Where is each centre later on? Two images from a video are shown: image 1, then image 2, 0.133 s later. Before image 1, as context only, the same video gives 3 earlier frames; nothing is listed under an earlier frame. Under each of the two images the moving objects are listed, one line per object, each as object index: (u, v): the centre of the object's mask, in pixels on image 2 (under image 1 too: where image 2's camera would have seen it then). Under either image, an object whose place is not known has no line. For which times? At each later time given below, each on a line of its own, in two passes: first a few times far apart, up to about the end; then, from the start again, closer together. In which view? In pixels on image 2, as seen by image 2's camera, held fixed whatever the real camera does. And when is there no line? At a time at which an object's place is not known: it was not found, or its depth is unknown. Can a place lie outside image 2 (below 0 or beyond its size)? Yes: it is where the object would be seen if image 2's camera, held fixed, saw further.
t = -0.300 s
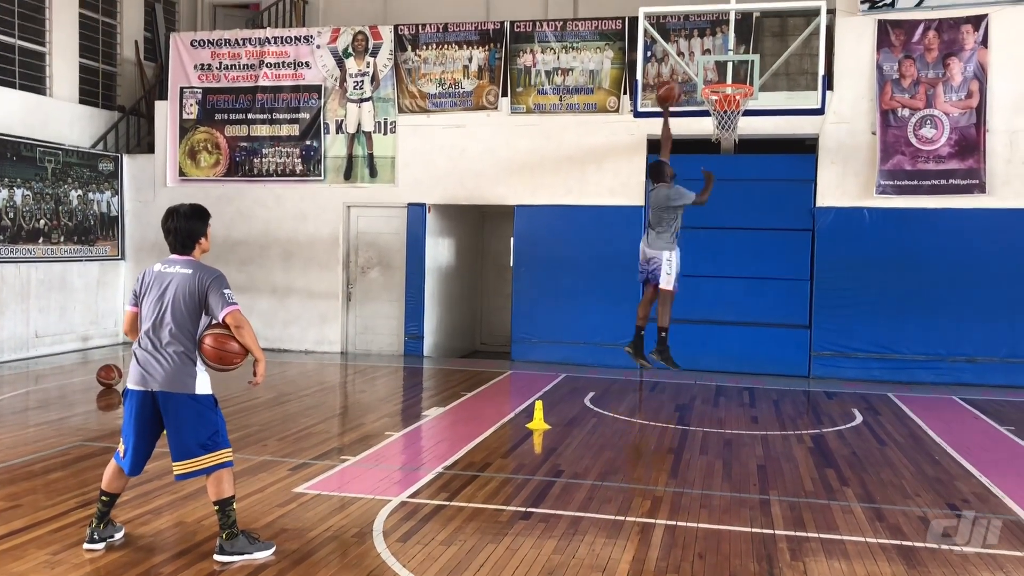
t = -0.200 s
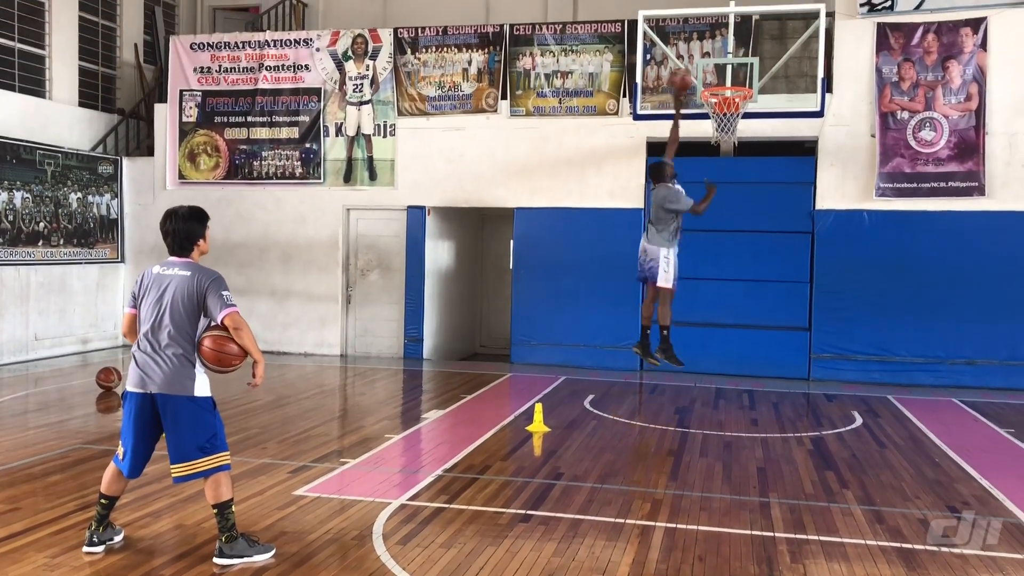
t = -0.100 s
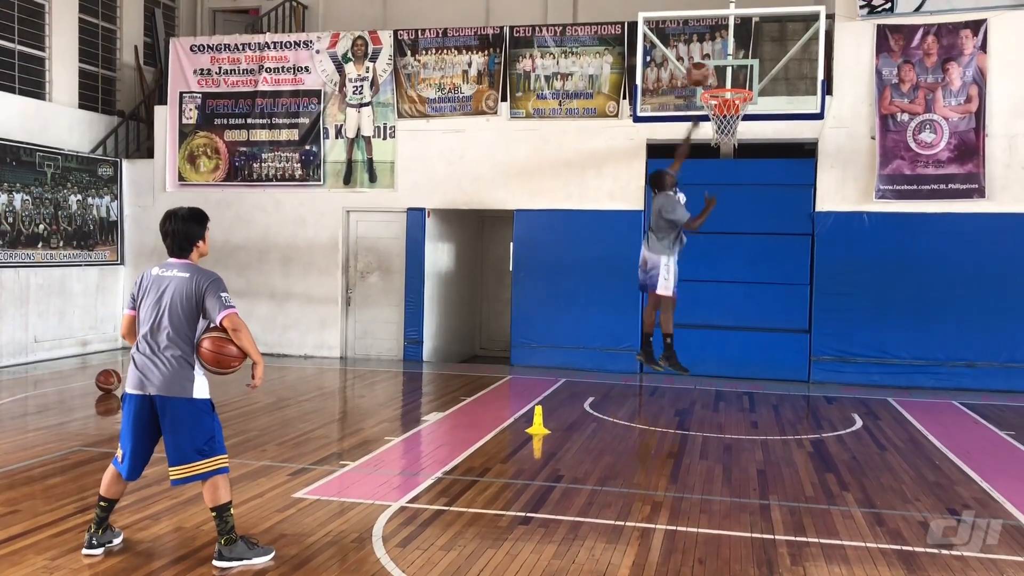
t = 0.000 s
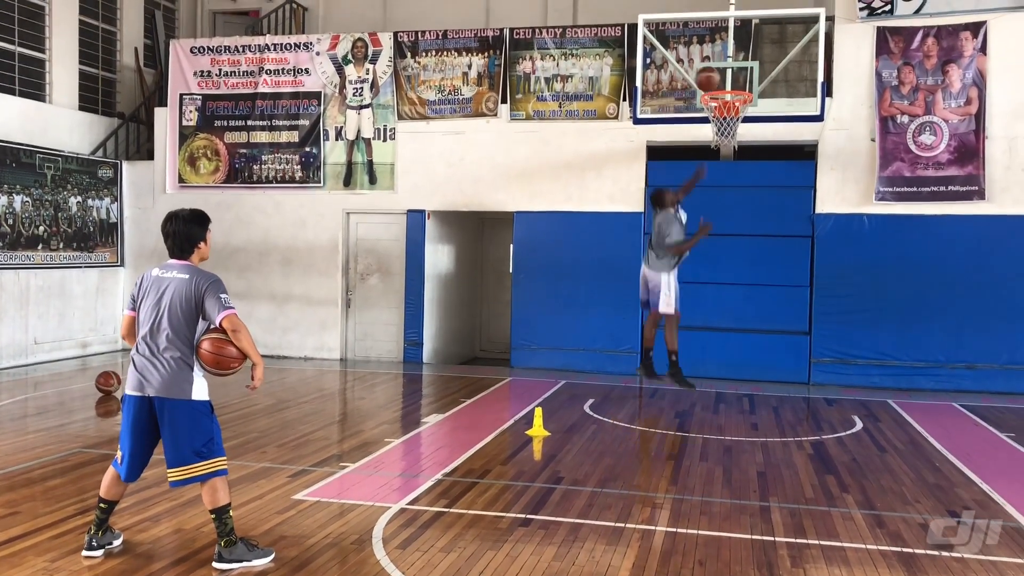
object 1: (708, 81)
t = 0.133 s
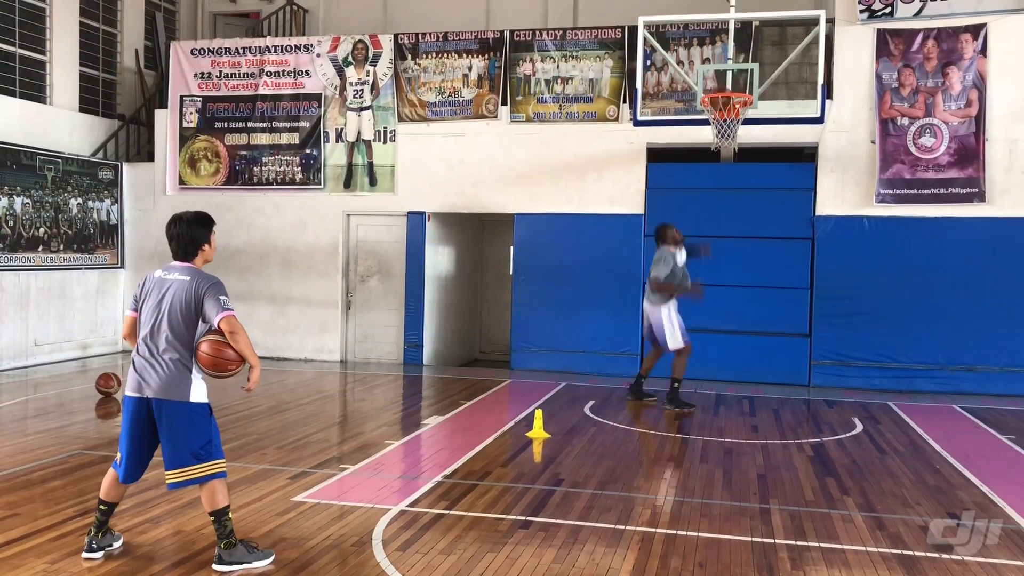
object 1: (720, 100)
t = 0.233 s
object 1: (738, 115)
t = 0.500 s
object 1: (742, 176)
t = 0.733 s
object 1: (746, 279)
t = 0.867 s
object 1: (748, 361)
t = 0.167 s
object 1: (726, 103)
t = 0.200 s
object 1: (730, 110)
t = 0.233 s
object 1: (738, 115)
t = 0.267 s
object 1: (736, 113)
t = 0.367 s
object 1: (740, 143)
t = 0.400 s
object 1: (741, 149)
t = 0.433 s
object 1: (742, 156)
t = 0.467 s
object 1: (742, 166)
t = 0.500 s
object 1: (742, 176)
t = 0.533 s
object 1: (743, 187)
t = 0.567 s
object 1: (743, 199)
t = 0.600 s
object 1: (744, 214)
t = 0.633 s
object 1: (744, 229)
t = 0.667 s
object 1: (745, 245)
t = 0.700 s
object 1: (745, 262)
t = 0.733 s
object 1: (746, 279)
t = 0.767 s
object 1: (747, 299)
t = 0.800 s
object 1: (748, 318)
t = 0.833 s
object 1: (748, 339)
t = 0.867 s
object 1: (748, 361)
